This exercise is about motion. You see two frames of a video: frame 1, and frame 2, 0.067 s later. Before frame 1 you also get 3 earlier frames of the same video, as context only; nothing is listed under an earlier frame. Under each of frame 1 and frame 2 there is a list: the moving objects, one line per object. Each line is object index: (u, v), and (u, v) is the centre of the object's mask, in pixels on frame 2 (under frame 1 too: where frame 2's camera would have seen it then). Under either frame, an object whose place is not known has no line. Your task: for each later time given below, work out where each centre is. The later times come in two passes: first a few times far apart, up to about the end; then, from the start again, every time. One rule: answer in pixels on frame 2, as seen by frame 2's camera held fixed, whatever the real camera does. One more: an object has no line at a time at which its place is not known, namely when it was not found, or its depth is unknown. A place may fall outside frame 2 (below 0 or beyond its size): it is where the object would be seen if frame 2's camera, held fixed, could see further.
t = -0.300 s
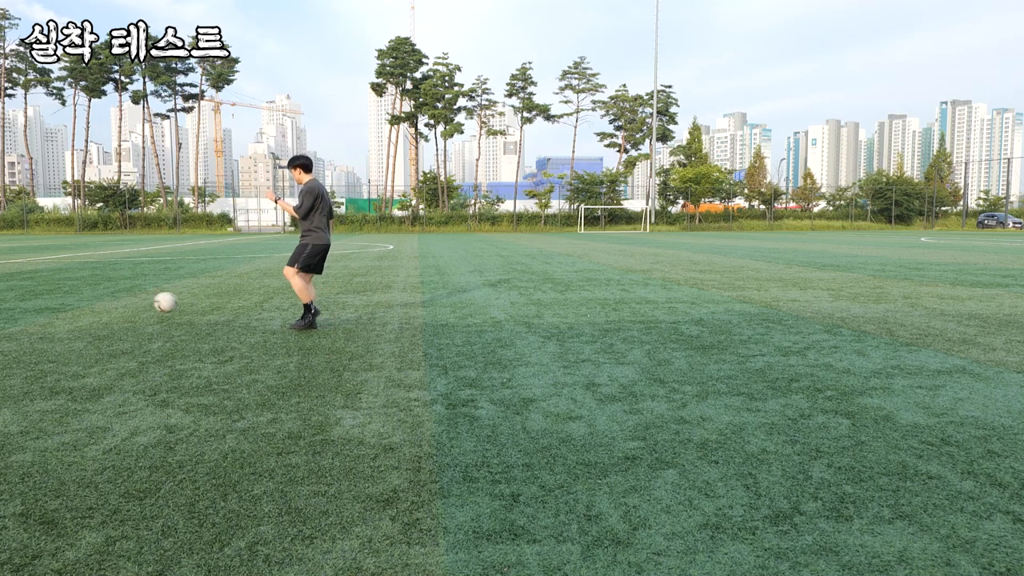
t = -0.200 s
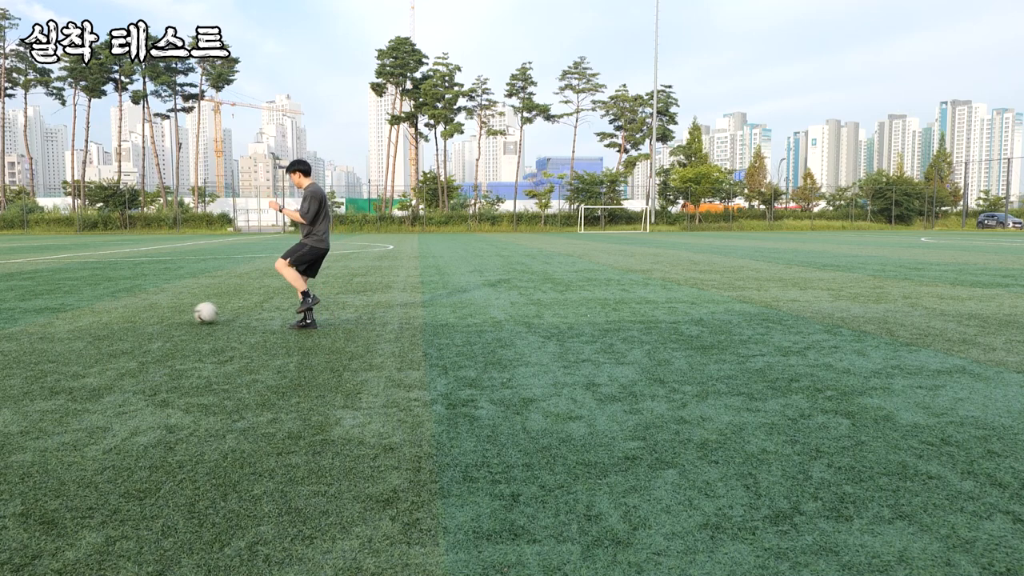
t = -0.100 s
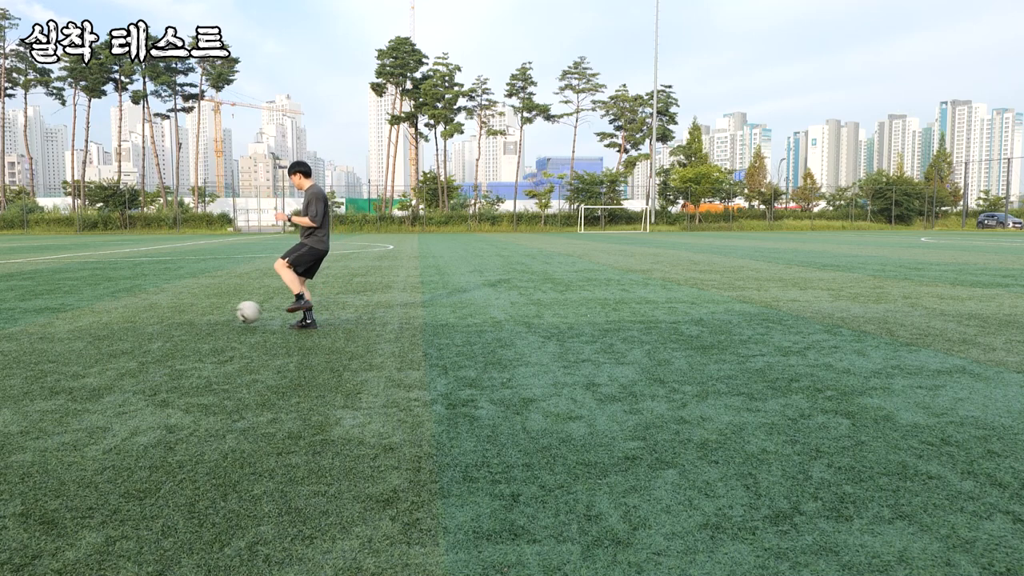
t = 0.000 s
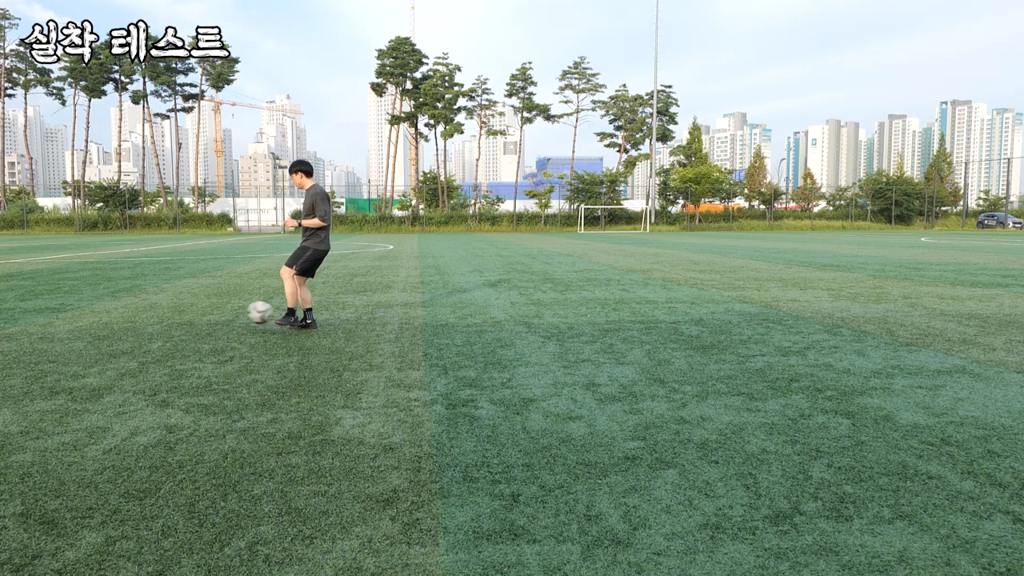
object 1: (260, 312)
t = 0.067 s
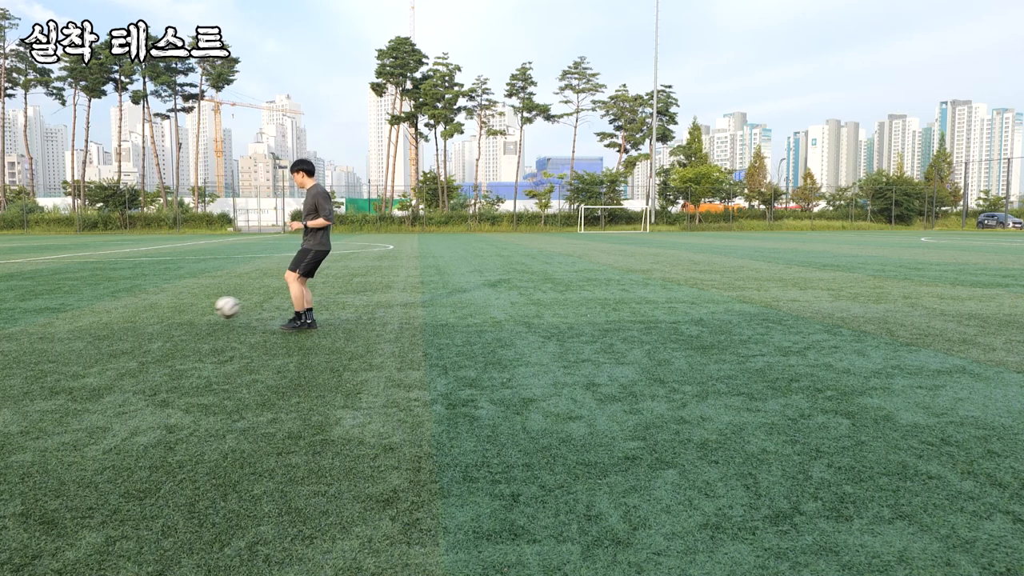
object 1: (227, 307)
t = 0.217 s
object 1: (161, 311)
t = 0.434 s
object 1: (98, 300)
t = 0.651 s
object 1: (53, 295)
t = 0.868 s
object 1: (15, 298)
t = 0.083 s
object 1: (219, 306)
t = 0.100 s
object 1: (212, 306)
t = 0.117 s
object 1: (204, 305)
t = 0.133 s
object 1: (197, 306)
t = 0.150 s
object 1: (190, 306)
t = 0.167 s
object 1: (183, 307)
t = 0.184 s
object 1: (175, 308)
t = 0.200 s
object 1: (168, 309)
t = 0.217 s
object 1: (161, 311)
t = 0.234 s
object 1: (156, 309)
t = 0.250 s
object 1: (151, 307)
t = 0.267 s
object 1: (146, 304)
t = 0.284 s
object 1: (141, 303)
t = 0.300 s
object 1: (136, 302)
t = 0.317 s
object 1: (131, 301)
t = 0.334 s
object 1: (126, 300)
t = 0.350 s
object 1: (121, 299)
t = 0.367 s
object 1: (116, 299)
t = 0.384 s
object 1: (112, 299)
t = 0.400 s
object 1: (107, 299)
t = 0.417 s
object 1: (103, 299)
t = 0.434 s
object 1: (98, 300)
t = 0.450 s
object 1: (94, 301)
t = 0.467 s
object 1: (89, 302)
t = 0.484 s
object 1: (85, 303)
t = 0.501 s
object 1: (81, 304)
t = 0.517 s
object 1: (78, 303)
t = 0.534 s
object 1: (74, 301)
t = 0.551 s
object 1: (71, 299)
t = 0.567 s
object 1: (68, 298)
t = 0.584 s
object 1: (65, 297)
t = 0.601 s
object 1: (62, 296)
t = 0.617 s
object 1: (59, 295)
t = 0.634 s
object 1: (56, 295)
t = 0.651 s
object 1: (53, 295)
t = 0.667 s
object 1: (50, 295)
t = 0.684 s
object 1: (47, 295)
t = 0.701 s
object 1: (44, 296)
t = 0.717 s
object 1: (42, 296)
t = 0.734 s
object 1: (39, 297)
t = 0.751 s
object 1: (36, 298)
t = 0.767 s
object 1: (33, 300)
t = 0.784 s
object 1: (31, 301)
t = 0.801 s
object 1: (27, 300)
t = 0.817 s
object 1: (25, 299)
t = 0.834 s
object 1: (22, 298)
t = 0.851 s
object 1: (19, 298)
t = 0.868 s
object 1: (15, 298)
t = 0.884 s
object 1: (13, 298)
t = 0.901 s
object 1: (10, 298)
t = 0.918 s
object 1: (8, 298)
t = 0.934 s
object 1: (7, 299)
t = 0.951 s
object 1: (6, 299)
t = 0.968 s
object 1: (4, 299)
